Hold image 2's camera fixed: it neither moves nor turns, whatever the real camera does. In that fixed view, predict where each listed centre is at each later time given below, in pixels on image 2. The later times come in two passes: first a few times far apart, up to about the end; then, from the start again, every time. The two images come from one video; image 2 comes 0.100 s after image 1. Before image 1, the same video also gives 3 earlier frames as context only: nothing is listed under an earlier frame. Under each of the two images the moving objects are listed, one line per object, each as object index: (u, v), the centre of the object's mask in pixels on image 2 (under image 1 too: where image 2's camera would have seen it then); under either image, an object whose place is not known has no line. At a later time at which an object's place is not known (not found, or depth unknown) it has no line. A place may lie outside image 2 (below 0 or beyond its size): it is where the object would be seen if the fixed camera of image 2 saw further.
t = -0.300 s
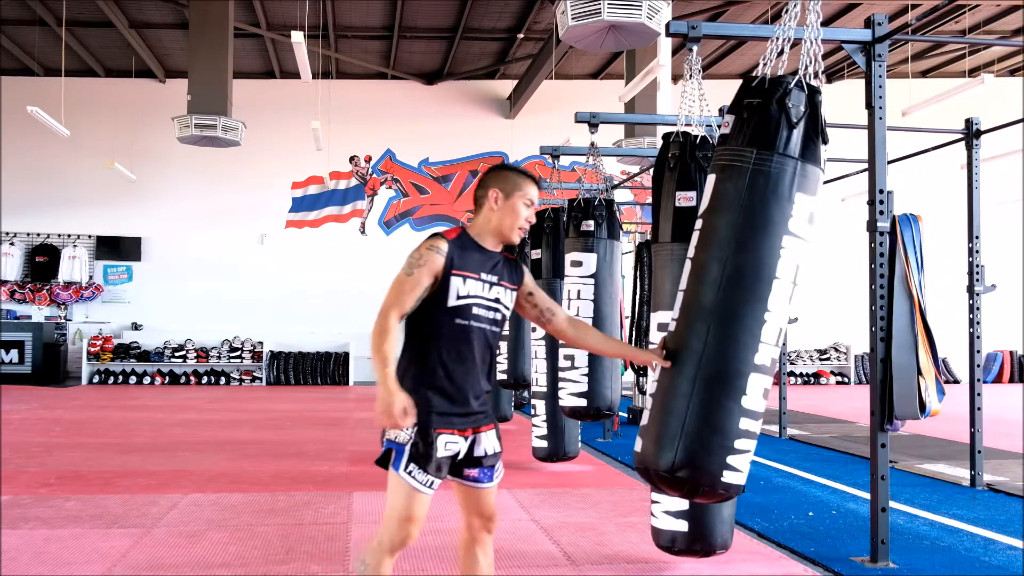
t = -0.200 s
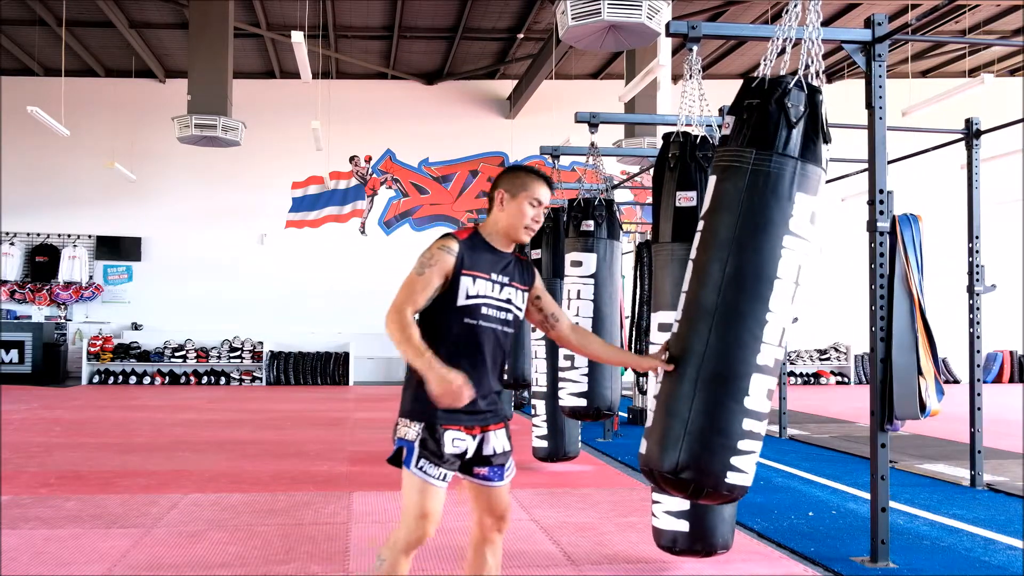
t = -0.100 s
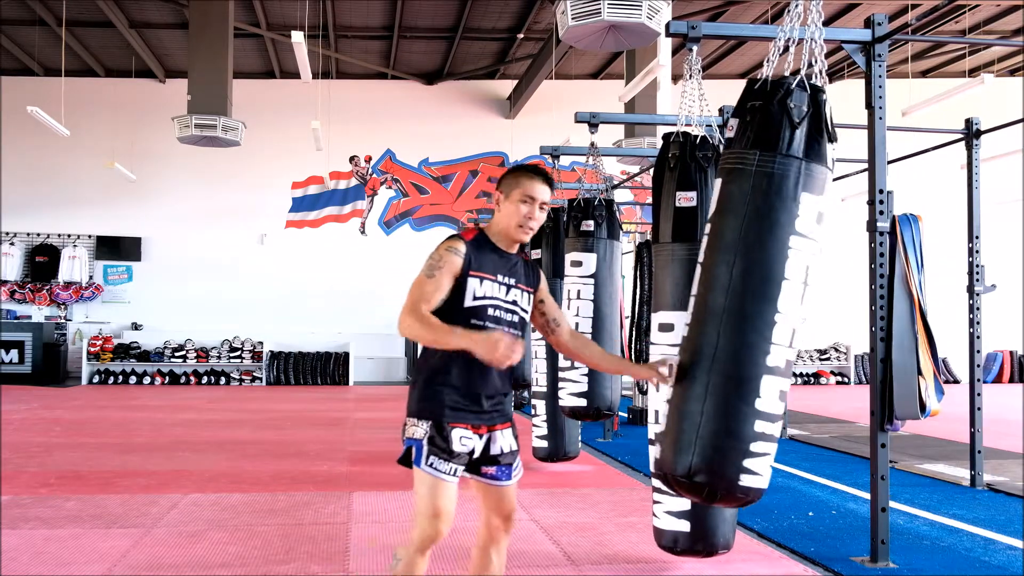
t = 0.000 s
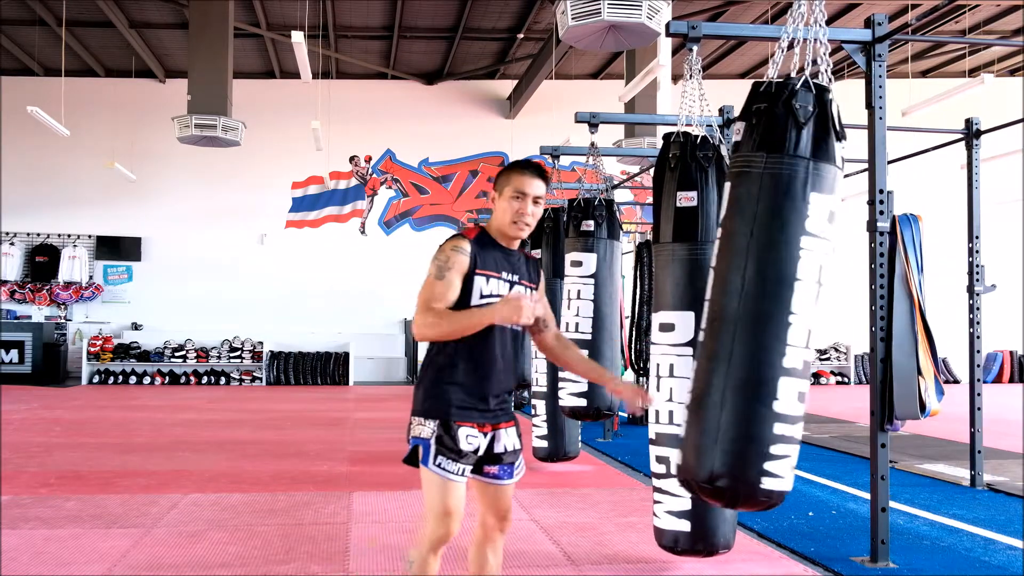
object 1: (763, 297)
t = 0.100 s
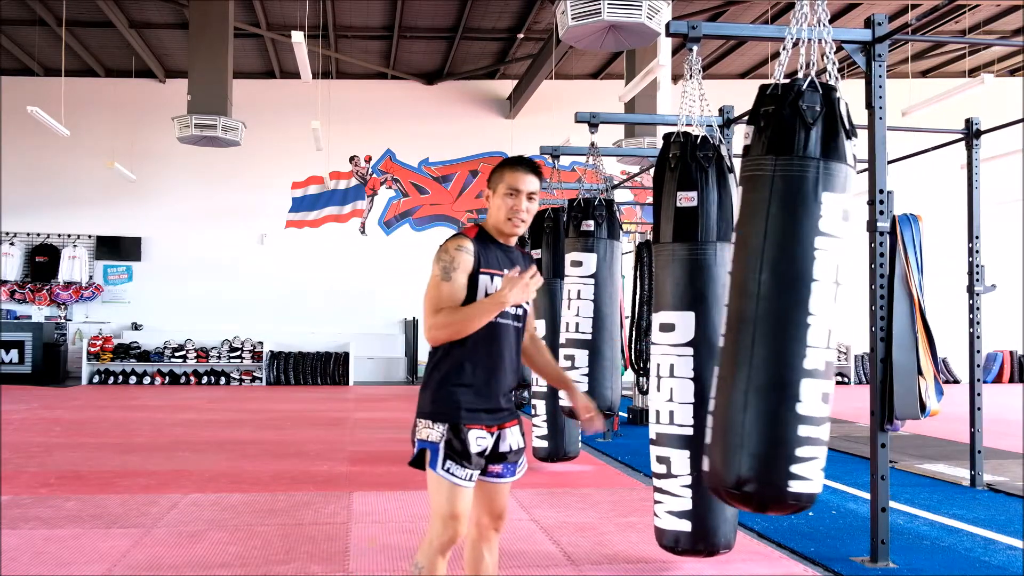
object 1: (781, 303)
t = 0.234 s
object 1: (813, 302)
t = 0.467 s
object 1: (863, 302)
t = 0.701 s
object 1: (895, 298)
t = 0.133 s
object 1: (789, 303)
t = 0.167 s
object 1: (797, 303)
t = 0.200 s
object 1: (806, 302)
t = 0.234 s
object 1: (813, 302)
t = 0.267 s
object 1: (821, 303)
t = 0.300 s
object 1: (828, 303)
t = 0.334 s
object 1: (835, 304)
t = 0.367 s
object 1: (842, 304)
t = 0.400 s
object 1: (850, 303)
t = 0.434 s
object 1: (856, 303)
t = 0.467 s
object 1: (863, 302)
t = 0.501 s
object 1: (868, 302)
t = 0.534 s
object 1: (874, 301)
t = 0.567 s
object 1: (878, 300)
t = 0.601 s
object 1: (883, 299)
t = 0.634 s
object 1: (888, 299)
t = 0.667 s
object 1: (891, 298)
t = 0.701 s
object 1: (895, 298)
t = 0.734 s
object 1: (897, 298)
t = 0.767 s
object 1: (898, 298)
